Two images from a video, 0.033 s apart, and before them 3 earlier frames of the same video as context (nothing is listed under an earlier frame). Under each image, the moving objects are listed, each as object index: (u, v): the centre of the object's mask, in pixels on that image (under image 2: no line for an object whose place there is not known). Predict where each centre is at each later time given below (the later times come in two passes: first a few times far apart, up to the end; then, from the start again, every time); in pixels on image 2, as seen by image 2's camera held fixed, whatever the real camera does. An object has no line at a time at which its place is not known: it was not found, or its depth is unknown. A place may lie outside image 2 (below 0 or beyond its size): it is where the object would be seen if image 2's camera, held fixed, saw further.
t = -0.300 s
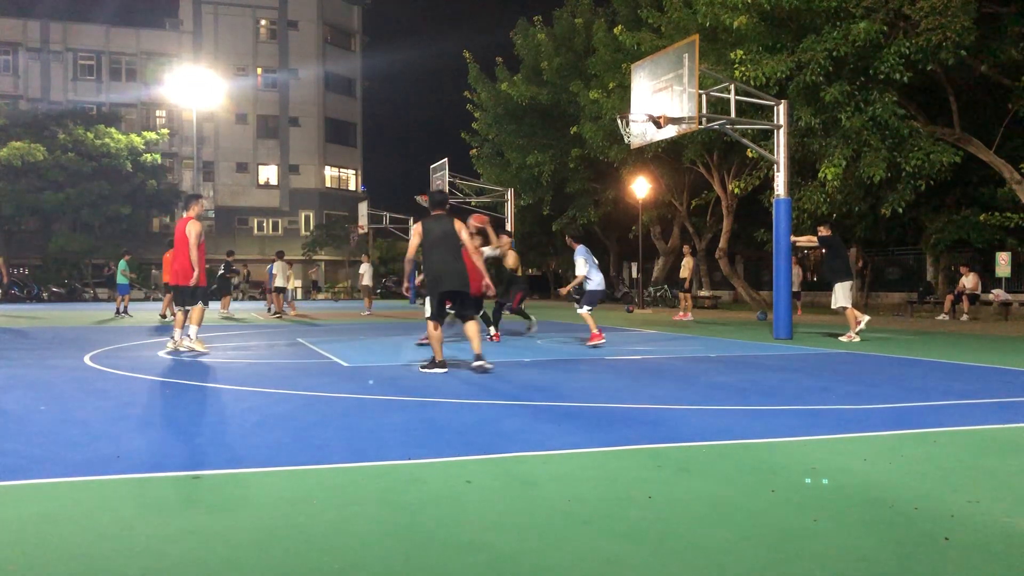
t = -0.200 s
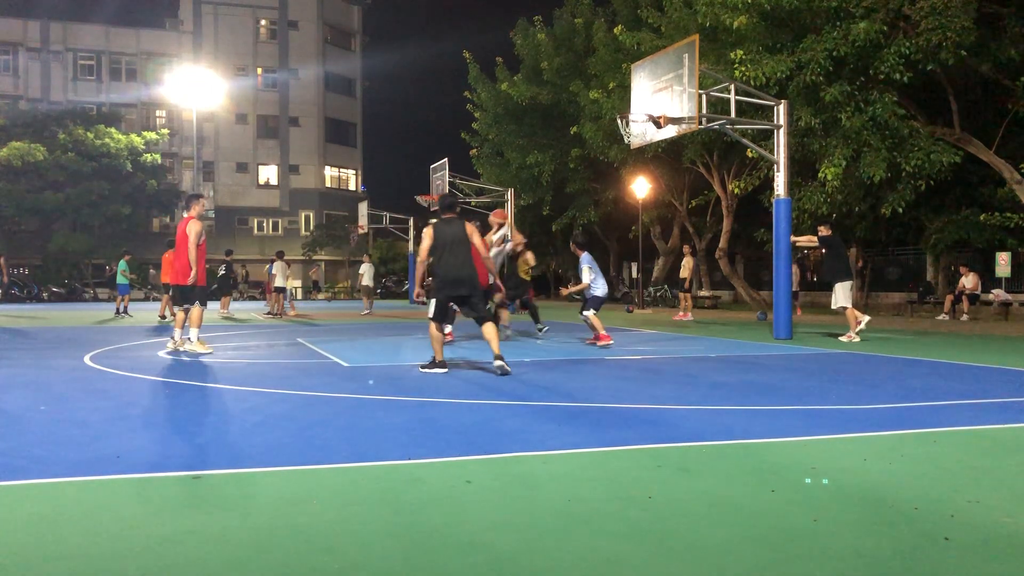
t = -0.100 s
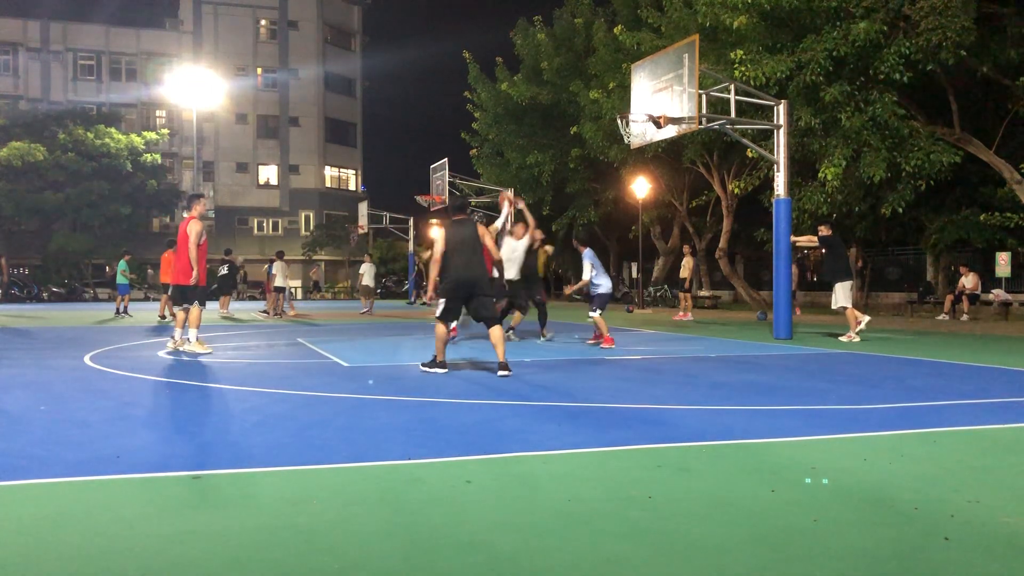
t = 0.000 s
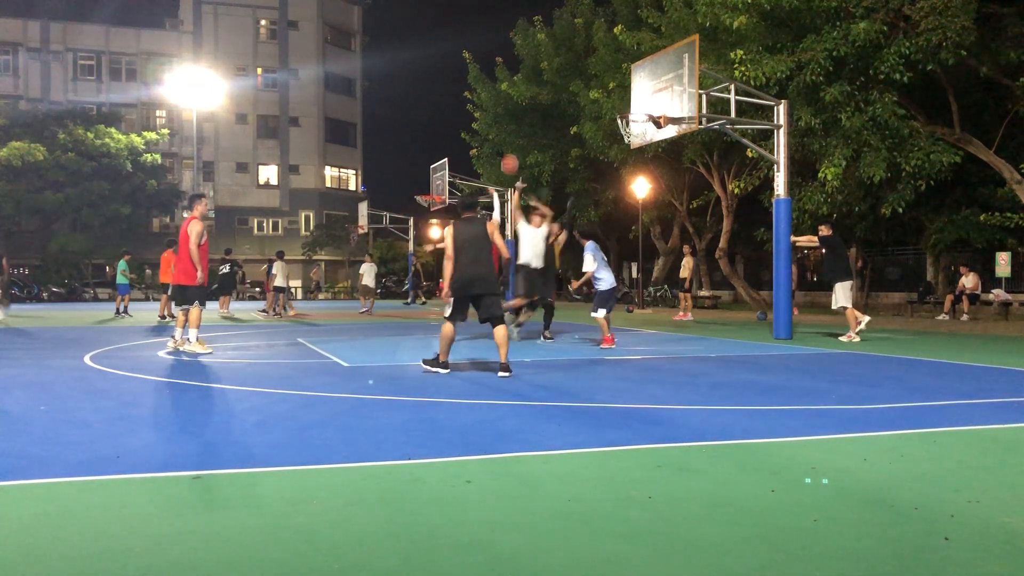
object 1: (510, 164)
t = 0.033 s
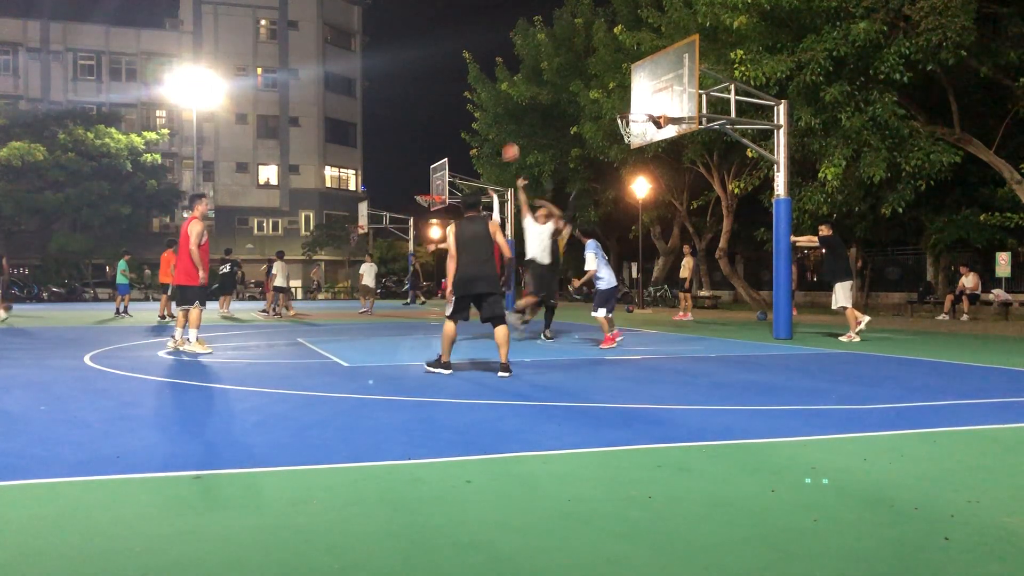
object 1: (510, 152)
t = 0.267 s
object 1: (516, 92)
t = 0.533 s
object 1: (523, 68)
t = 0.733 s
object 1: (529, 85)
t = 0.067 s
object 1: (511, 142)
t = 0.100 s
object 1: (512, 131)
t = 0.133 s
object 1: (513, 122)
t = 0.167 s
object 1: (514, 113)
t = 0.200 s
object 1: (514, 106)
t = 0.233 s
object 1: (515, 99)
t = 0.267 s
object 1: (516, 92)
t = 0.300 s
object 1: (517, 86)
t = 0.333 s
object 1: (518, 81)
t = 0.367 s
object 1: (519, 77)
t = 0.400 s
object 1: (520, 73)
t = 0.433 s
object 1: (521, 71)
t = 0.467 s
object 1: (521, 69)
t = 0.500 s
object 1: (522, 68)
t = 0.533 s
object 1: (523, 68)
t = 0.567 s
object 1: (524, 69)
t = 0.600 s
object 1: (525, 70)
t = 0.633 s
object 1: (526, 73)
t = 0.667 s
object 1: (527, 75)
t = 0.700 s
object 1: (528, 80)
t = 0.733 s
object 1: (529, 85)
